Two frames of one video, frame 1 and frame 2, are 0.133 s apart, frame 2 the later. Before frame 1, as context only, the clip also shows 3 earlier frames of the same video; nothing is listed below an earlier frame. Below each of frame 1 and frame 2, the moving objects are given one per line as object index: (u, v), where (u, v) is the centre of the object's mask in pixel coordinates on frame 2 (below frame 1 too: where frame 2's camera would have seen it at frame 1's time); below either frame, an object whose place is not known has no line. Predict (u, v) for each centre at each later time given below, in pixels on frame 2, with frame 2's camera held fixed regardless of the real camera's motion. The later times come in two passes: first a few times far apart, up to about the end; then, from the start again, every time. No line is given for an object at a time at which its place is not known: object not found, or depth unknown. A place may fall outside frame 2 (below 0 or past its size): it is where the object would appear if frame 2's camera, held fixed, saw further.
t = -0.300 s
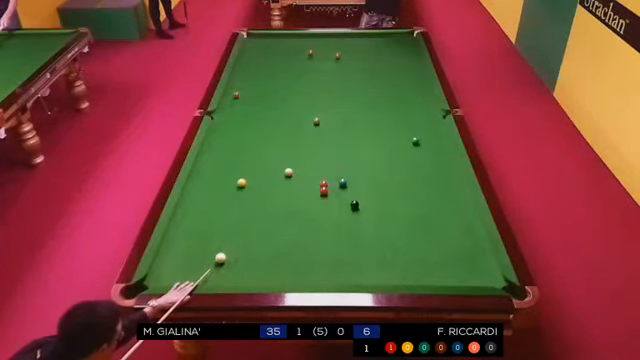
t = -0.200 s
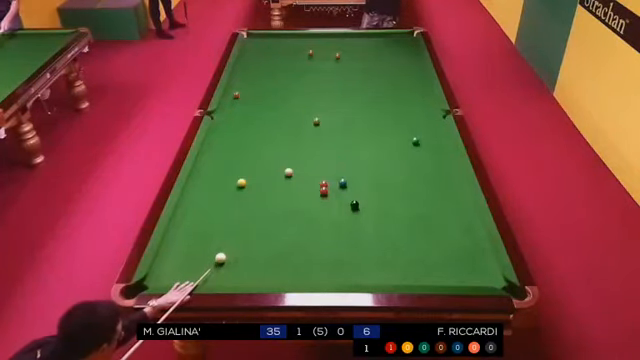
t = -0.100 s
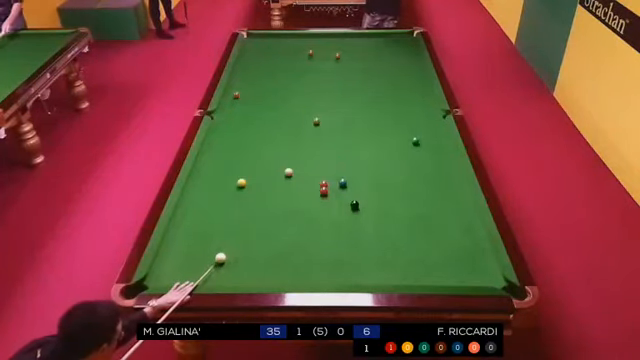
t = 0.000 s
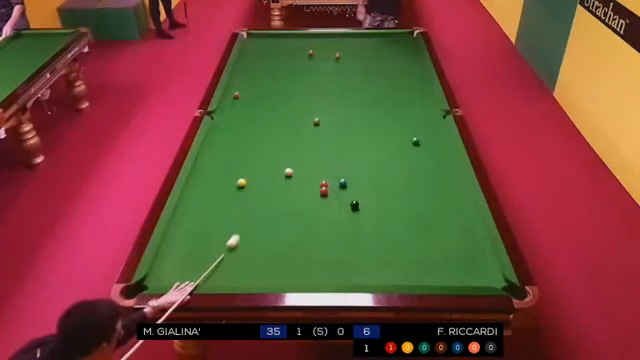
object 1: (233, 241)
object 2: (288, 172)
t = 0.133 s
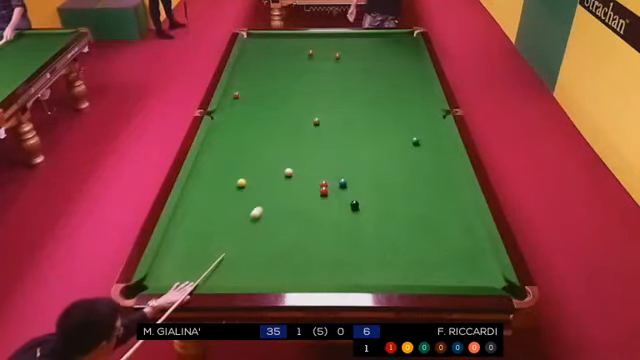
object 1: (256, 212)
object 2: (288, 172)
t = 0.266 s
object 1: (273, 191)
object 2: (288, 172)
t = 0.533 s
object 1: (288, 174)
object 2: (300, 157)
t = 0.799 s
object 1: (295, 166)
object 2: (314, 139)
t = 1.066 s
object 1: (301, 159)
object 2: (325, 123)
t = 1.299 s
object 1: (306, 154)
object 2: (335, 110)
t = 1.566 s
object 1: (311, 148)
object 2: (345, 98)
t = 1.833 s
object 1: (316, 143)
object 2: (353, 86)
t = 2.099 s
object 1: (320, 139)
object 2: (361, 76)
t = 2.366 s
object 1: (324, 135)
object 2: (368, 67)
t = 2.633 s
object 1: (327, 131)
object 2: (374, 59)
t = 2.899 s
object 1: (330, 128)
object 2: (380, 51)
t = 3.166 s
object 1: (333, 126)
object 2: (385, 44)
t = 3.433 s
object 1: (334, 124)
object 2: (390, 38)
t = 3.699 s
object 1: (336, 122)
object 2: (394, 34)
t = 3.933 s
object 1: (337, 121)
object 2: (399, 37)
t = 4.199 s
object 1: (338, 120)
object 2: (404, 41)
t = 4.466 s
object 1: (339, 119)
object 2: (408, 45)
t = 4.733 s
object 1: (339, 119)
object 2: (412, 48)
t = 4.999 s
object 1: (339, 119)
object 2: (416, 52)
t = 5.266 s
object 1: (339, 119)
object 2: (418, 55)
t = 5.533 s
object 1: (339, 119)
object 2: (418, 57)
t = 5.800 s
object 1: (339, 119)
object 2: (417, 59)
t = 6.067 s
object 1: (339, 119)
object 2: (417, 61)
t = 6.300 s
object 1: (339, 119)
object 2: (417, 63)
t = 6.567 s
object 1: (339, 119)
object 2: (416, 65)
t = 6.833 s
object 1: (339, 119)
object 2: (416, 66)
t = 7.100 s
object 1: (339, 119)
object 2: (416, 67)
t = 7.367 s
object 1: (339, 119)
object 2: (416, 68)
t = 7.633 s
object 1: (339, 119)
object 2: (416, 68)
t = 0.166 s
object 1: (261, 206)
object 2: (288, 172)
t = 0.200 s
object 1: (265, 201)
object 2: (288, 172)
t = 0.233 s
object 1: (270, 195)
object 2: (288, 172)
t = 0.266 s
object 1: (273, 191)
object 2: (288, 172)
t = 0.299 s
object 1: (277, 186)
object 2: (288, 172)
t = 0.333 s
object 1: (280, 182)
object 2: (288, 172)
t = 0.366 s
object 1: (284, 177)
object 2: (289, 171)
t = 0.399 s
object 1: (285, 176)
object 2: (291, 169)
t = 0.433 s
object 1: (286, 176)
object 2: (293, 166)
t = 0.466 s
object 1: (286, 176)
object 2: (295, 163)
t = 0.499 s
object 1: (287, 175)
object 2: (298, 160)
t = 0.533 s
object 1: (288, 174)
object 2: (300, 157)
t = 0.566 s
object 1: (289, 173)
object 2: (302, 154)
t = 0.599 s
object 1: (290, 172)
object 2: (303, 152)
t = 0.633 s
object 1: (291, 171)
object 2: (305, 150)
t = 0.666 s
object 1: (291, 170)
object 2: (307, 147)
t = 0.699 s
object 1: (292, 169)
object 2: (308, 145)
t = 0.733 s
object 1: (293, 168)
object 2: (310, 143)
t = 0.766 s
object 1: (294, 167)
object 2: (312, 141)
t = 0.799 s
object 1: (295, 166)
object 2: (314, 139)
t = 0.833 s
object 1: (296, 165)
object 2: (315, 137)
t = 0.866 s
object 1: (296, 164)
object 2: (316, 134)
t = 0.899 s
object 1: (297, 163)
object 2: (318, 133)
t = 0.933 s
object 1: (298, 162)
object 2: (320, 131)
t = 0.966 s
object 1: (299, 162)
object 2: (321, 129)
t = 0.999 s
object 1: (299, 161)
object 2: (323, 127)
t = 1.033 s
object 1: (300, 160)
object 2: (324, 125)
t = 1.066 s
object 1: (301, 159)
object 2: (325, 123)
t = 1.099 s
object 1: (302, 158)
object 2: (327, 121)
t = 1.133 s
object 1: (303, 158)
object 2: (328, 119)
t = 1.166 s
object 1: (303, 157)
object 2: (330, 117)
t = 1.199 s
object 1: (304, 156)
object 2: (331, 115)
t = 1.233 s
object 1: (305, 155)
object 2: (332, 113)
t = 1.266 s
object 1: (305, 154)
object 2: (334, 112)
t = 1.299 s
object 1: (306, 154)
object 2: (335, 110)
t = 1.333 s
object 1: (307, 153)
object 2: (336, 108)
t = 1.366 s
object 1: (308, 152)
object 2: (338, 107)
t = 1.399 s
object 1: (308, 151)
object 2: (339, 105)
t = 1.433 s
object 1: (309, 151)
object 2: (340, 104)
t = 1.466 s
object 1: (310, 150)
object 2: (341, 102)
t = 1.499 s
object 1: (310, 149)
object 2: (342, 100)
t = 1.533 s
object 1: (311, 149)
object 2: (343, 99)
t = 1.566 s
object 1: (311, 148)
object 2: (345, 98)
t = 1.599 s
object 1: (312, 147)
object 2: (346, 96)
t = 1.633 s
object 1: (313, 147)
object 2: (347, 95)
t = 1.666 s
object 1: (313, 146)
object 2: (348, 93)
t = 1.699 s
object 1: (314, 145)
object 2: (349, 92)
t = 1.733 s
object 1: (314, 145)
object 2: (350, 90)
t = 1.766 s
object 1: (315, 144)
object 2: (351, 89)
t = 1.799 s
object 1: (316, 143)
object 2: (352, 87)
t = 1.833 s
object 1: (316, 143)
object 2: (353, 86)
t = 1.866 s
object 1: (317, 142)
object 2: (354, 85)
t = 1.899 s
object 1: (317, 142)
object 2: (355, 83)
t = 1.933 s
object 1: (318, 141)
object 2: (356, 82)
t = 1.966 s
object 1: (318, 141)
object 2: (357, 81)
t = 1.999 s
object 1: (319, 140)
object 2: (358, 80)
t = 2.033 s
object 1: (319, 140)
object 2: (359, 79)
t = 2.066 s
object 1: (320, 139)
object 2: (360, 77)
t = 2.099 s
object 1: (320, 139)
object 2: (361, 76)
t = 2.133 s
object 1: (321, 138)
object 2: (362, 75)
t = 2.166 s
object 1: (321, 138)
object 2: (363, 73)
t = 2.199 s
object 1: (322, 137)
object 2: (364, 72)
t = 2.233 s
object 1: (322, 136)
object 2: (364, 71)
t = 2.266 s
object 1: (323, 136)
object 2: (365, 70)
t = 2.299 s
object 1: (323, 136)
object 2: (366, 69)
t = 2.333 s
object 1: (324, 135)
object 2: (367, 68)
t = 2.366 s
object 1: (324, 135)
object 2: (368, 67)
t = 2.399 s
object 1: (324, 134)
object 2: (368, 66)
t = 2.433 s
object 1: (325, 134)
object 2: (369, 65)
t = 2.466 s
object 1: (325, 133)
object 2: (370, 64)
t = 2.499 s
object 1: (326, 133)
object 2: (371, 62)
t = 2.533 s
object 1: (326, 132)
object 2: (372, 62)
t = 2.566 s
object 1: (326, 132)
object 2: (373, 61)
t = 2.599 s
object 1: (327, 132)
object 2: (373, 60)
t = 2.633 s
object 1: (327, 131)
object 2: (374, 59)
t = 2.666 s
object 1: (328, 131)
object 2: (375, 57)
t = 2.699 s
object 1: (328, 130)
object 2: (376, 57)
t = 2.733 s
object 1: (328, 130)
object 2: (376, 56)
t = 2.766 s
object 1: (329, 130)
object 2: (377, 55)
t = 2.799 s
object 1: (329, 129)
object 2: (378, 54)
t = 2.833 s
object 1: (329, 129)
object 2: (378, 53)
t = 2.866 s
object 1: (330, 129)
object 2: (379, 52)
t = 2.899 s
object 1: (330, 128)
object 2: (380, 51)
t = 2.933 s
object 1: (330, 128)
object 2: (380, 50)
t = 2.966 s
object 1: (331, 127)
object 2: (381, 49)
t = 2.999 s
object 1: (331, 127)
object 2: (382, 48)
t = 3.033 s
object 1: (331, 127)
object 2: (383, 48)
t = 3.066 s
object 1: (332, 127)
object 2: (383, 47)
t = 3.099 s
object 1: (332, 126)
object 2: (384, 46)
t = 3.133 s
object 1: (332, 126)
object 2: (384, 45)
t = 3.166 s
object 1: (333, 126)
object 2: (385, 44)
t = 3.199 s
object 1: (333, 126)
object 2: (386, 44)
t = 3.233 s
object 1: (333, 125)
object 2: (386, 43)
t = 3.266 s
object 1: (333, 125)
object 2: (387, 42)
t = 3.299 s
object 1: (333, 125)
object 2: (388, 41)
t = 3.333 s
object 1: (334, 124)
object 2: (388, 41)
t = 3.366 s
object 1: (334, 124)
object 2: (389, 40)
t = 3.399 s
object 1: (334, 124)
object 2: (389, 39)
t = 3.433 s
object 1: (334, 124)
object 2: (390, 38)
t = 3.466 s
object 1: (335, 123)
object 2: (390, 38)
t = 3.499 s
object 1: (335, 123)
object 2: (391, 37)
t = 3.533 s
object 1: (335, 123)
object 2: (392, 36)
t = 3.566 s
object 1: (335, 122)
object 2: (392, 35)
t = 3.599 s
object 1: (335, 122)
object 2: (393, 35)
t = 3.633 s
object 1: (335, 122)
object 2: (393, 34)
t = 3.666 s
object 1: (336, 122)
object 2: (394, 34)
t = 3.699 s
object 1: (336, 122)
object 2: (394, 34)
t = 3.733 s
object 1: (336, 121)
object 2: (395, 35)
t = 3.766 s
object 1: (337, 121)
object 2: (396, 35)
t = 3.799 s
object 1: (337, 121)
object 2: (396, 36)
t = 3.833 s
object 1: (337, 121)
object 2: (397, 36)
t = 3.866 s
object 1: (337, 121)
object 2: (397, 36)
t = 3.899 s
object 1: (337, 121)
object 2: (398, 37)
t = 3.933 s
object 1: (337, 121)
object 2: (399, 37)
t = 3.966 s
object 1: (337, 121)
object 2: (399, 38)
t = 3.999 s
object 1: (338, 121)
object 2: (400, 38)
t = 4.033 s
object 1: (338, 120)
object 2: (400, 39)
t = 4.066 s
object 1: (338, 120)
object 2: (401, 39)
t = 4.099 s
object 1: (338, 120)
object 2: (402, 40)
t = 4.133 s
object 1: (338, 120)
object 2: (402, 40)
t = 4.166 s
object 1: (338, 120)
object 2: (403, 41)
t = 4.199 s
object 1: (338, 120)
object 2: (404, 41)
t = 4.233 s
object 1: (338, 120)
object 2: (404, 42)
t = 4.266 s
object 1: (338, 120)
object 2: (405, 42)
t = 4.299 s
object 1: (338, 120)
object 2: (405, 43)
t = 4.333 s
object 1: (339, 119)
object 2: (405, 43)
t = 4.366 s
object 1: (339, 119)
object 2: (406, 43)
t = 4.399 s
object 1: (339, 119)
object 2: (407, 44)
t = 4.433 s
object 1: (339, 119)
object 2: (407, 44)
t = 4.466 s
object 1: (339, 119)
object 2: (408, 45)
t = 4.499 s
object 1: (339, 119)
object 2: (408, 45)
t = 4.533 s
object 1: (339, 119)
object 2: (409, 46)
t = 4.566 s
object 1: (339, 119)
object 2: (409, 46)
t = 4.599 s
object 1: (339, 119)
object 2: (410, 47)
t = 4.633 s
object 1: (339, 119)
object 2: (410, 47)
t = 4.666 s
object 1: (339, 119)
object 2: (411, 48)
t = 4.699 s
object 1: (339, 119)
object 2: (411, 48)
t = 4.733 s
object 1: (339, 119)
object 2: (412, 48)
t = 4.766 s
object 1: (339, 119)
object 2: (412, 49)
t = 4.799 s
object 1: (339, 119)
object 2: (413, 49)
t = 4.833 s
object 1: (339, 119)
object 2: (413, 50)
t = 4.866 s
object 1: (339, 119)
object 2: (414, 50)
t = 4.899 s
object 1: (339, 119)
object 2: (414, 51)
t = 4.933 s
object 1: (339, 119)
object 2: (415, 51)
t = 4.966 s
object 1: (339, 119)
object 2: (415, 51)
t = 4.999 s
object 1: (339, 119)
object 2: (416, 52)
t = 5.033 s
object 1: (339, 119)
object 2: (416, 52)
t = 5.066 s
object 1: (339, 119)
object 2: (417, 53)
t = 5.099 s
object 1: (339, 119)
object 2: (417, 53)
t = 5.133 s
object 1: (339, 119)
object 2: (418, 54)
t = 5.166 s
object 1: (339, 119)
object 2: (418, 54)
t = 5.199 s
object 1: (339, 119)
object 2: (418, 54)
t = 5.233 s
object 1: (339, 119)
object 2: (418, 54)
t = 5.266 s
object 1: (339, 119)
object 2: (418, 55)
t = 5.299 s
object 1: (339, 119)
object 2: (418, 55)
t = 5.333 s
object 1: (339, 119)
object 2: (418, 55)
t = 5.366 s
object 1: (339, 119)
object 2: (418, 56)
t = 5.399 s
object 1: (339, 119)
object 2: (418, 56)
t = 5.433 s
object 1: (339, 119)
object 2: (418, 56)
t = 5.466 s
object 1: (339, 119)
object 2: (418, 57)
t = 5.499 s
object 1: (339, 119)
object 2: (418, 57)
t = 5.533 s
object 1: (339, 119)
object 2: (418, 57)
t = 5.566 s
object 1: (339, 119)
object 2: (418, 58)
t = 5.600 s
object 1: (339, 119)
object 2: (418, 58)
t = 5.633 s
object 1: (339, 119)
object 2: (418, 58)
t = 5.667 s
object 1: (339, 119)
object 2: (418, 58)
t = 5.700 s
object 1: (339, 119)
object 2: (418, 58)
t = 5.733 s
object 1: (339, 119)
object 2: (418, 59)
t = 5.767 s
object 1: (339, 119)
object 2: (417, 59)
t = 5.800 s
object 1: (339, 119)
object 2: (417, 59)
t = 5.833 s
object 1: (339, 119)
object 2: (417, 60)
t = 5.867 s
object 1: (339, 119)
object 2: (417, 60)
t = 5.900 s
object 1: (339, 119)
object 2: (417, 60)
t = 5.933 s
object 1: (339, 119)
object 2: (417, 60)
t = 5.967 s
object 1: (339, 119)
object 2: (417, 61)
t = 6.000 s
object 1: (339, 119)
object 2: (417, 61)
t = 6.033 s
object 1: (339, 119)
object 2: (417, 61)
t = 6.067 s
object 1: (339, 119)
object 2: (417, 61)
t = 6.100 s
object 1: (339, 119)
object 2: (417, 61)
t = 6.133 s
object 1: (339, 119)
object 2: (417, 62)
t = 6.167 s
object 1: (339, 119)
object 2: (417, 62)
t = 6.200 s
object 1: (339, 119)
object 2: (417, 63)
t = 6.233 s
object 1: (339, 119)
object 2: (417, 63)
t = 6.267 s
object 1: (339, 119)
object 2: (417, 63)
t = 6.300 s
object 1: (339, 119)
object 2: (417, 63)
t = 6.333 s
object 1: (339, 119)
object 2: (417, 63)
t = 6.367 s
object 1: (339, 119)
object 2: (417, 63)
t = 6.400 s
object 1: (339, 119)
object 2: (417, 64)
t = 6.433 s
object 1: (339, 119)
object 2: (417, 64)
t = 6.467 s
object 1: (339, 119)
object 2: (417, 64)
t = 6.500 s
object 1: (339, 119)
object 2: (416, 65)
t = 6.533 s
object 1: (339, 119)
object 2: (416, 65)
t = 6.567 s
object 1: (339, 119)
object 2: (416, 65)
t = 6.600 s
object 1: (339, 119)
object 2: (416, 65)
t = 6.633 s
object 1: (339, 119)
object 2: (416, 65)
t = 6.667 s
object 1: (339, 119)
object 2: (416, 65)
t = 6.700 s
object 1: (339, 119)
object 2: (416, 65)
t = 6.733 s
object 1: (339, 119)
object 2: (416, 65)
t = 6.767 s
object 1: (339, 119)
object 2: (416, 66)
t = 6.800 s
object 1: (339, 119)
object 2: (416, 66)
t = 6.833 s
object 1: (339, 119)
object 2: (416, 66)
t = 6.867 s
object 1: (339, 119)
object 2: (416, 66)
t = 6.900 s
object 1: (339, 119)
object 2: (416, 66)
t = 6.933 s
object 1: (339, 119)
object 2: (416, 66)
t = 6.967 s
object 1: (339, 119)
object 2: (416, 66)
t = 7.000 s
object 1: (339, 119)
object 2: (416, 67)
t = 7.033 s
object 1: (339, 119)
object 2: (416, 67)
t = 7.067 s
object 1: (339, 119)
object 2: (416, 67)
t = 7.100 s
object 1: (339, 119)
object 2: (416, 67)
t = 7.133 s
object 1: (339, 119)
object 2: (416, 67)
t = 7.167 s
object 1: (339, 119)
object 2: (416, 67)
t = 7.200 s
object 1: (339, 119)
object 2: (416, 67)
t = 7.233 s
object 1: (339, 119)
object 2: (416, 67)
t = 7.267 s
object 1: (339, 119)
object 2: (416, 67)
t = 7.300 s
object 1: (339, 119)
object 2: (416, 68)
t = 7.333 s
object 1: (339, 119)
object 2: (416, 68)
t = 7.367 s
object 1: (339, 119)
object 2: (416, 68)
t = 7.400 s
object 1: (339, 119)
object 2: (416, 68)
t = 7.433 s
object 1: (339, 119)
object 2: (416, 68)
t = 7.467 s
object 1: (339, 119)
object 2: (416, 68)
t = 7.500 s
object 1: (339, 119)
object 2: (416, 68)
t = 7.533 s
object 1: (339, 119)
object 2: (416, 68)
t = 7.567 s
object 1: (339, 119)
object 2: (416, 68)
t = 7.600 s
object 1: (339, 119)
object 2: (416, 68)
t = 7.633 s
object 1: (339, 119)
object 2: (416, 68)
